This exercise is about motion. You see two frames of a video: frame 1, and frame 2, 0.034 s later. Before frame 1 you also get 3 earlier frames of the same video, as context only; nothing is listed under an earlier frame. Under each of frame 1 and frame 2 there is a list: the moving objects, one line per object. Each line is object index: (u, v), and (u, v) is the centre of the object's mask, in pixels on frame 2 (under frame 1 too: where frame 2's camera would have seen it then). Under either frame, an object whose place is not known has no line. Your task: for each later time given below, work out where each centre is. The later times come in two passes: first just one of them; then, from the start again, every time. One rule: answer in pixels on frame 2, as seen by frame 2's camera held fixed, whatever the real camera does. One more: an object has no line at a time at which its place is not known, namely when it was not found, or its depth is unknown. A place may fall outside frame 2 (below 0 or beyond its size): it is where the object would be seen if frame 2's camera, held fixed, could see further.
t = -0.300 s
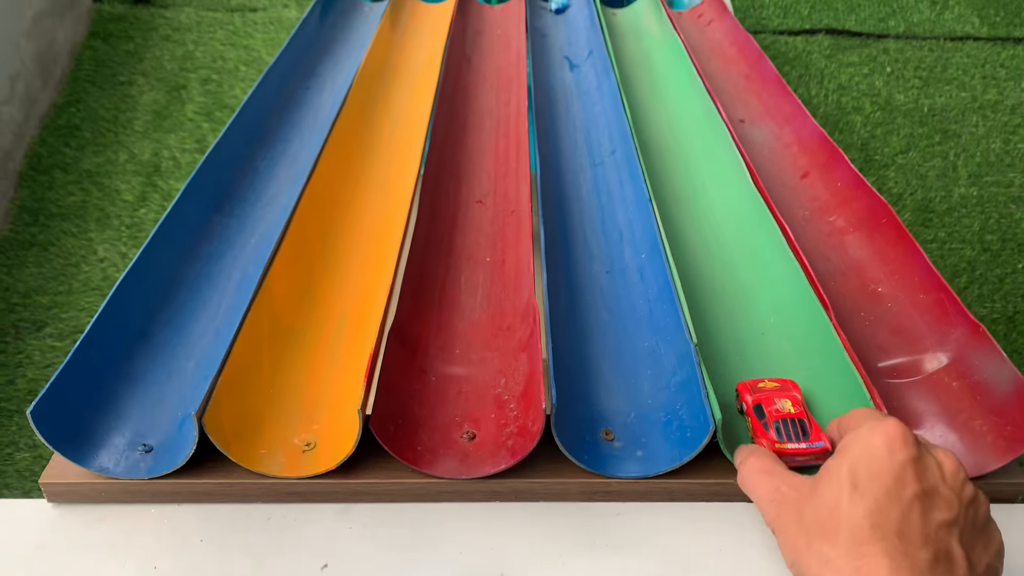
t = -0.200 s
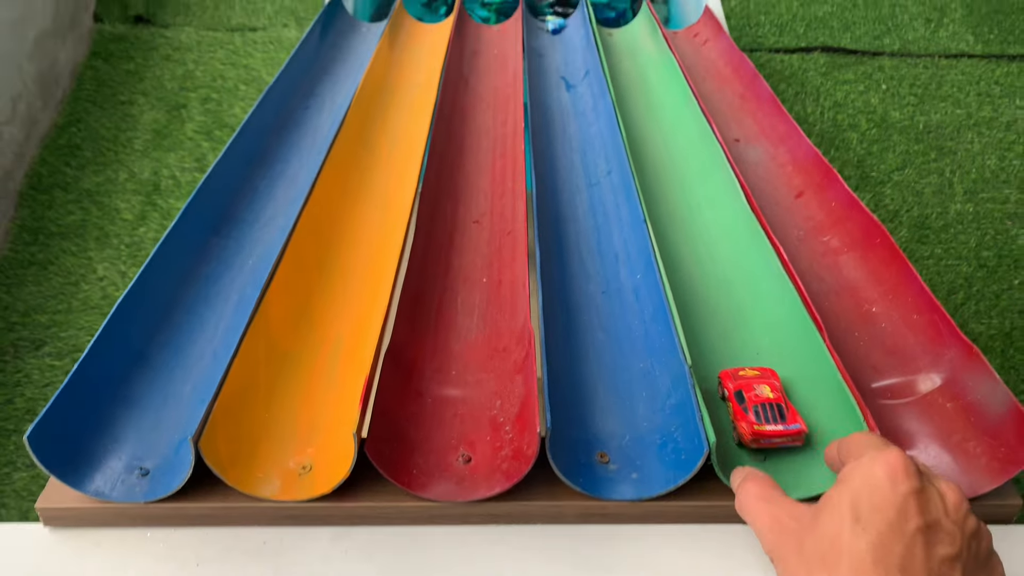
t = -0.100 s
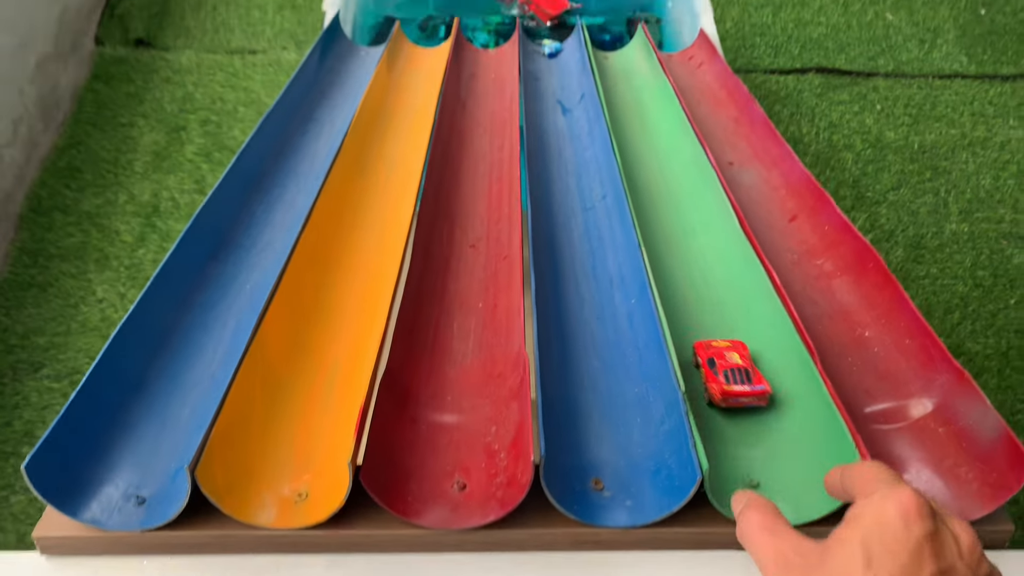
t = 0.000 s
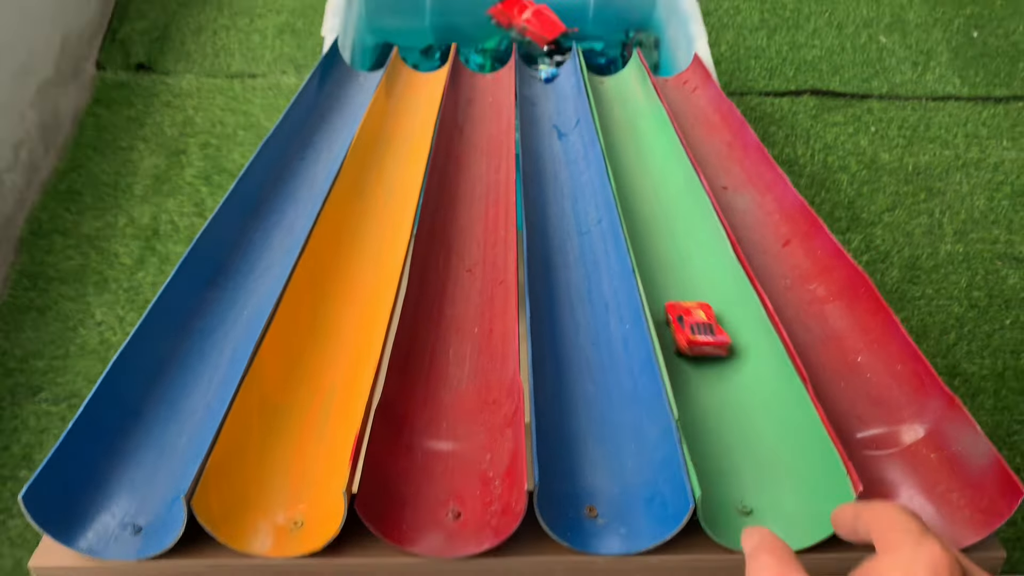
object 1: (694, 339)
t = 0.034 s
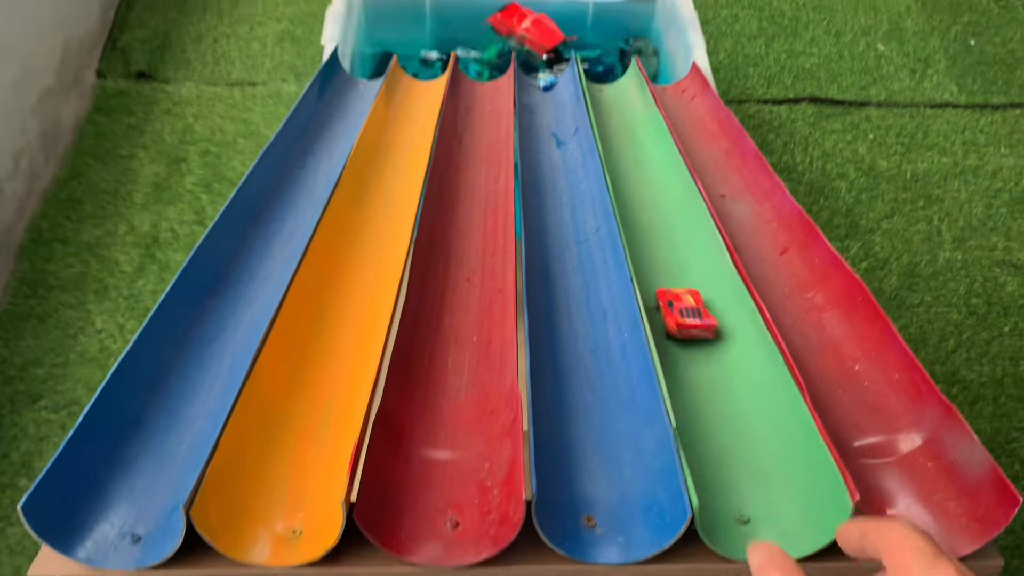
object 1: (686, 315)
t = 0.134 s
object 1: (660, 245)
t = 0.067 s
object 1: (677, 291)
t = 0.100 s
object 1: (668, 267)
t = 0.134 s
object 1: (660, 245)
